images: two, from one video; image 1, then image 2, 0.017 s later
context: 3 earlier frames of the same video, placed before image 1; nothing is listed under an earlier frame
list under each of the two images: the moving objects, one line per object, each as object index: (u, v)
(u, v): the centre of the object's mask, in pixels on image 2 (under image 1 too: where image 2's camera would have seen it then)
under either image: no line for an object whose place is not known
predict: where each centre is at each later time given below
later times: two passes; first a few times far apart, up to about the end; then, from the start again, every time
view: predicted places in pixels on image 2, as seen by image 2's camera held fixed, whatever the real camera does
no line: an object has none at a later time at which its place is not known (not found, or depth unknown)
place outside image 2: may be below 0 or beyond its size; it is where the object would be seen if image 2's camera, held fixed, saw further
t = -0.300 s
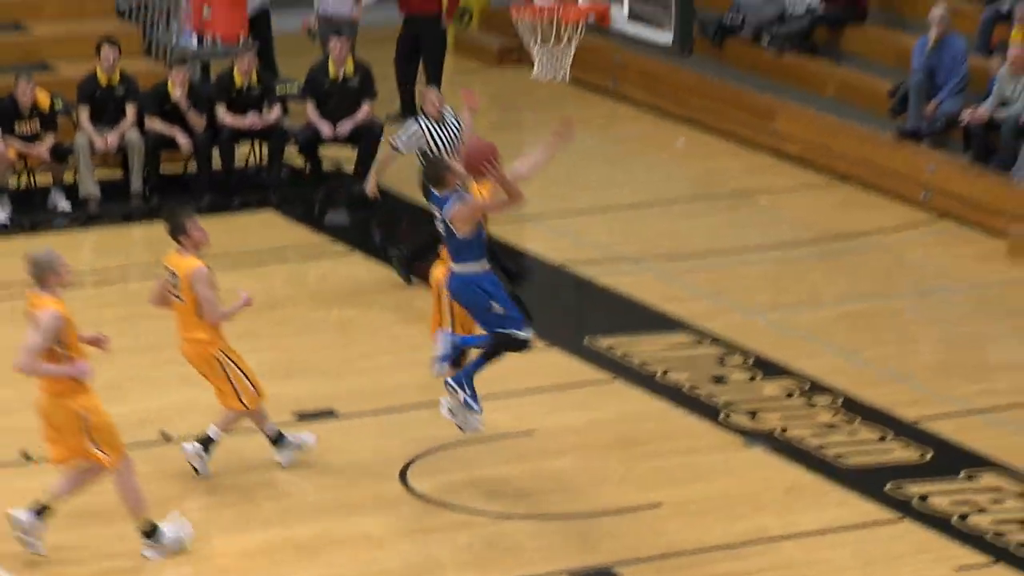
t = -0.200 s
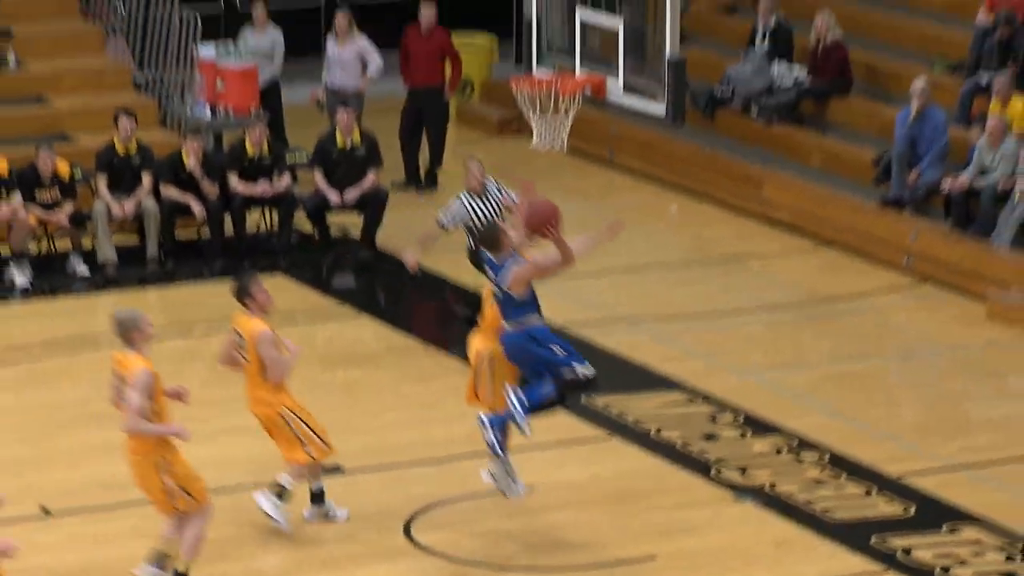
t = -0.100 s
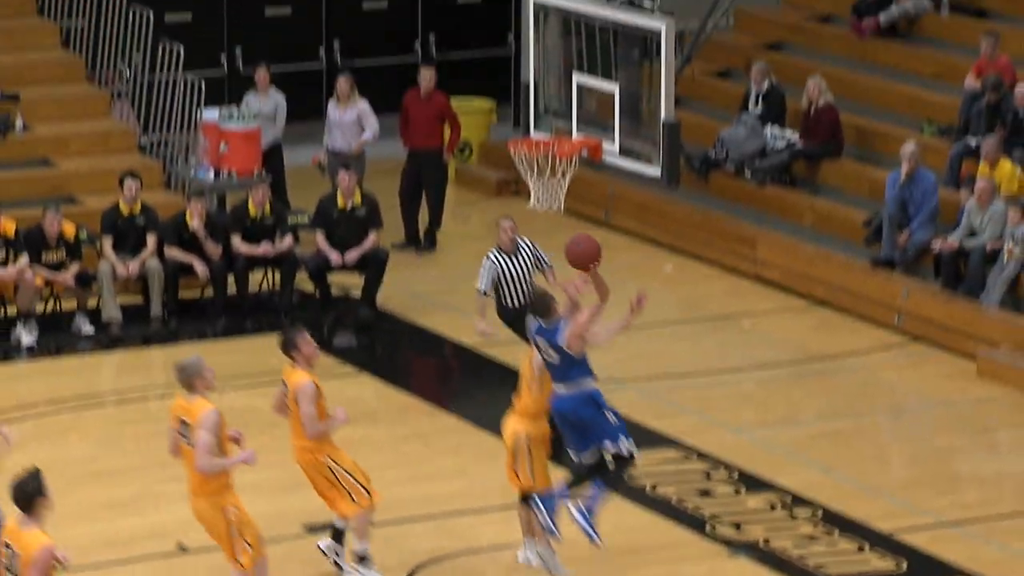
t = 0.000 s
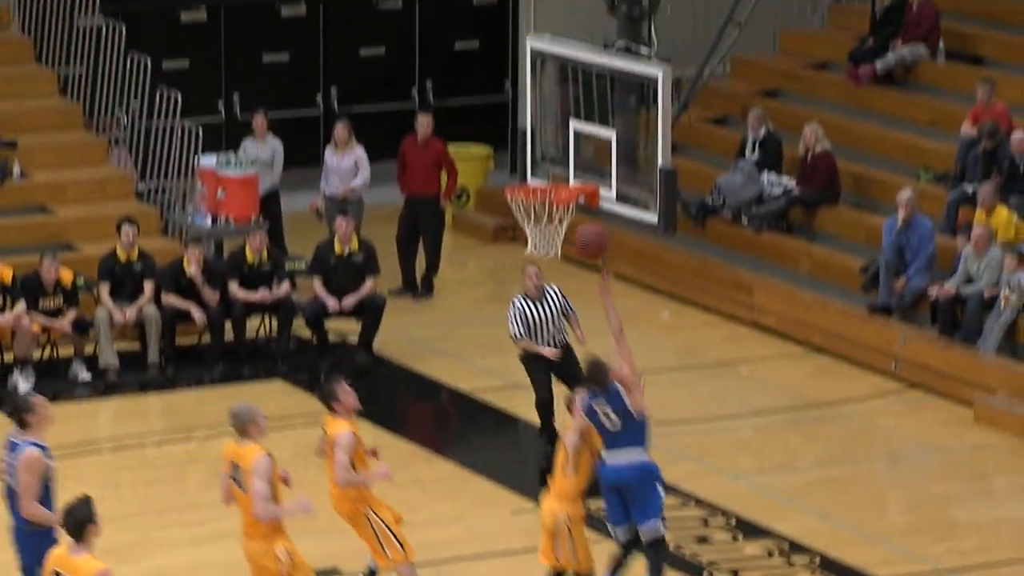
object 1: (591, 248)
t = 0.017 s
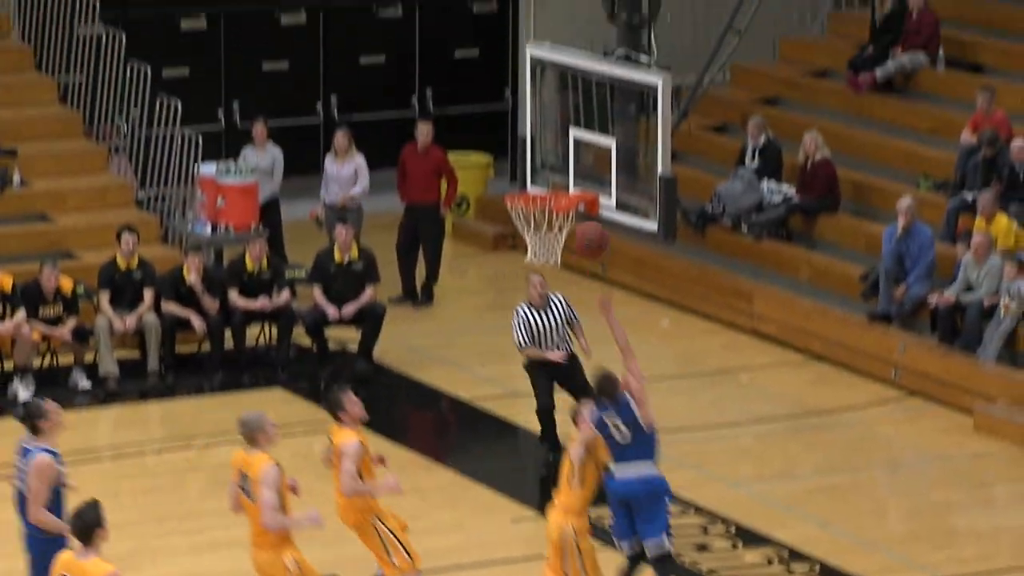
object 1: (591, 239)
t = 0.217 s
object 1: (595, 159)
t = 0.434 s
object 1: (582, 140)
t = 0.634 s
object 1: (547, 191)
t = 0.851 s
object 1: (520, 280)
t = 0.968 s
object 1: (512, 338)
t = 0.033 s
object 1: (591, 230)
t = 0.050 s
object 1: (592, 221)
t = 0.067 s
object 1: (591, 211)
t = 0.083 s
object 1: (592, 205)
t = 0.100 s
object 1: (592, 198)
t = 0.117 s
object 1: (593, 189)
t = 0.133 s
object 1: (593, 183)
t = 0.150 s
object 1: (593, 177)
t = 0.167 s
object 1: (594, 171)
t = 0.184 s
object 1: (594, 165)
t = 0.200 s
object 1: (594, 162)
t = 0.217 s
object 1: (595, 159)
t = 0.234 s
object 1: (595, 154)
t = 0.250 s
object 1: (595, 148)
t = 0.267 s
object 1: (596, 144)
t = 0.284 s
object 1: (596, 141)
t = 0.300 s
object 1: (597, 139)
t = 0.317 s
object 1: (597, 137)
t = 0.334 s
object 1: (597, 136)
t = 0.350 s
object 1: (597, 136)
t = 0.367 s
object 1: (594, 135)
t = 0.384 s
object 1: (592, 135)
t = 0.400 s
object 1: (589, 136)
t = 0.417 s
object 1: (585, 138)
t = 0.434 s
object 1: (582, 140)
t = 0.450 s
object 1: (580, 142)
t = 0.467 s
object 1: (576, 145)
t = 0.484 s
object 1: (573, 148)
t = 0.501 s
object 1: (571, 151)
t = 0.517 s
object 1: (567, 155)
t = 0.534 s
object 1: (563, 159)
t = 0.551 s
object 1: (562, 164)
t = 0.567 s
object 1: (559, 169)
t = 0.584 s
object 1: (556, 174)
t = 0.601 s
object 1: (553, 179)
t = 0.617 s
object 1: (550, 186)
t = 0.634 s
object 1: (547, 191)
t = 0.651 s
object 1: (547, 193)
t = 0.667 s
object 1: (543, 198)
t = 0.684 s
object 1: (541, 221)
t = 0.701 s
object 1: (537, 222)
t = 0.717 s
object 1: (536, 229)
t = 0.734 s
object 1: (535, 234)
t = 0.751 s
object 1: (531, 236)
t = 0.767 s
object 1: (527, 262)
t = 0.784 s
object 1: (525, 261)
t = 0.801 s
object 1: (525, 262)
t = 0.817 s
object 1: (523, 266)
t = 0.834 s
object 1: (521, 273)
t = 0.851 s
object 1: (520, 280)
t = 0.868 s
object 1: (519, 287)
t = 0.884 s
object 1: (518, 294)
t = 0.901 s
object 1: (517, 302)
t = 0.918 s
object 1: (515, 311)
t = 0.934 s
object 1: (514, 320)
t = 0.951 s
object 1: (513, 329)
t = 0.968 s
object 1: (512, 338)
